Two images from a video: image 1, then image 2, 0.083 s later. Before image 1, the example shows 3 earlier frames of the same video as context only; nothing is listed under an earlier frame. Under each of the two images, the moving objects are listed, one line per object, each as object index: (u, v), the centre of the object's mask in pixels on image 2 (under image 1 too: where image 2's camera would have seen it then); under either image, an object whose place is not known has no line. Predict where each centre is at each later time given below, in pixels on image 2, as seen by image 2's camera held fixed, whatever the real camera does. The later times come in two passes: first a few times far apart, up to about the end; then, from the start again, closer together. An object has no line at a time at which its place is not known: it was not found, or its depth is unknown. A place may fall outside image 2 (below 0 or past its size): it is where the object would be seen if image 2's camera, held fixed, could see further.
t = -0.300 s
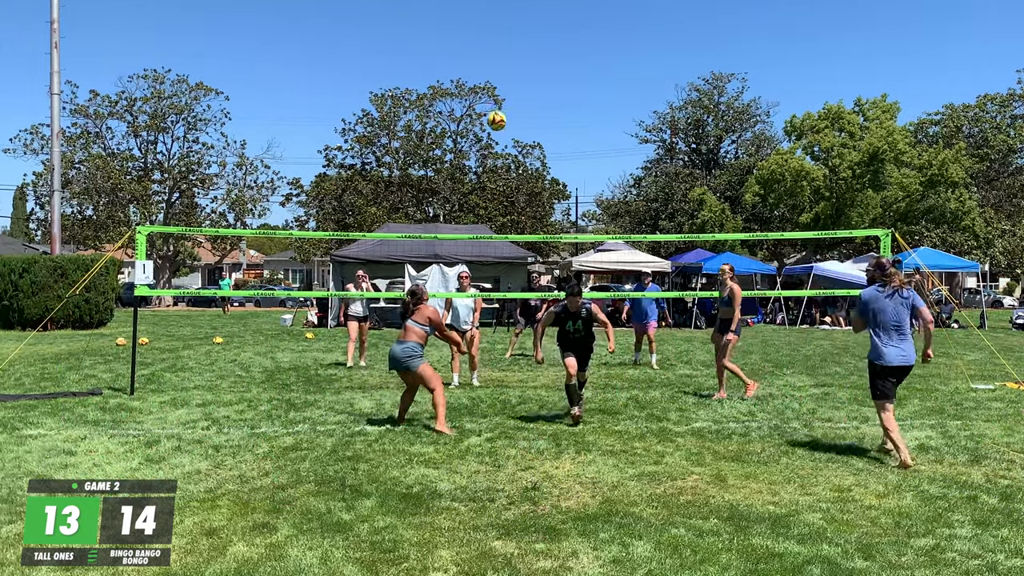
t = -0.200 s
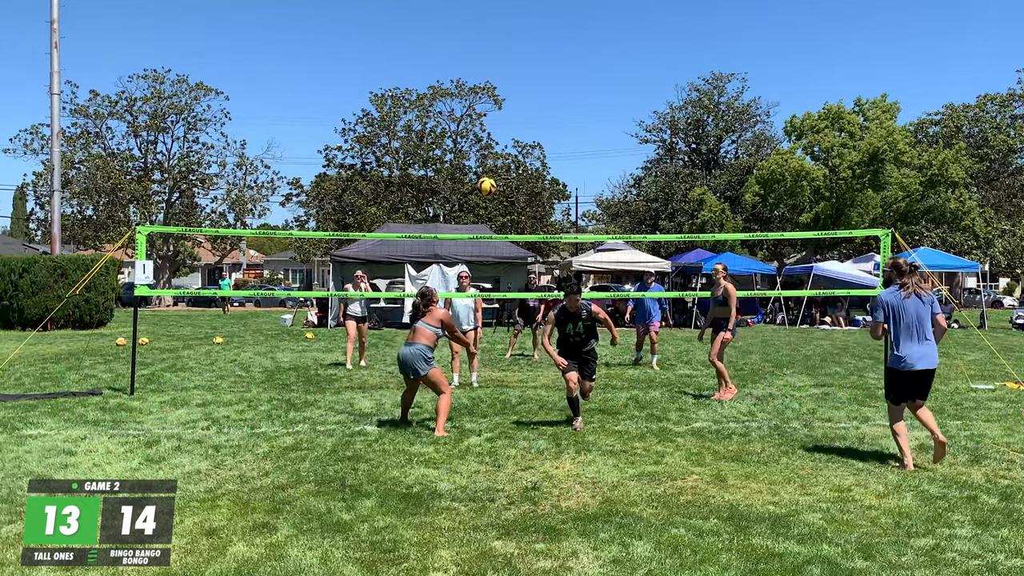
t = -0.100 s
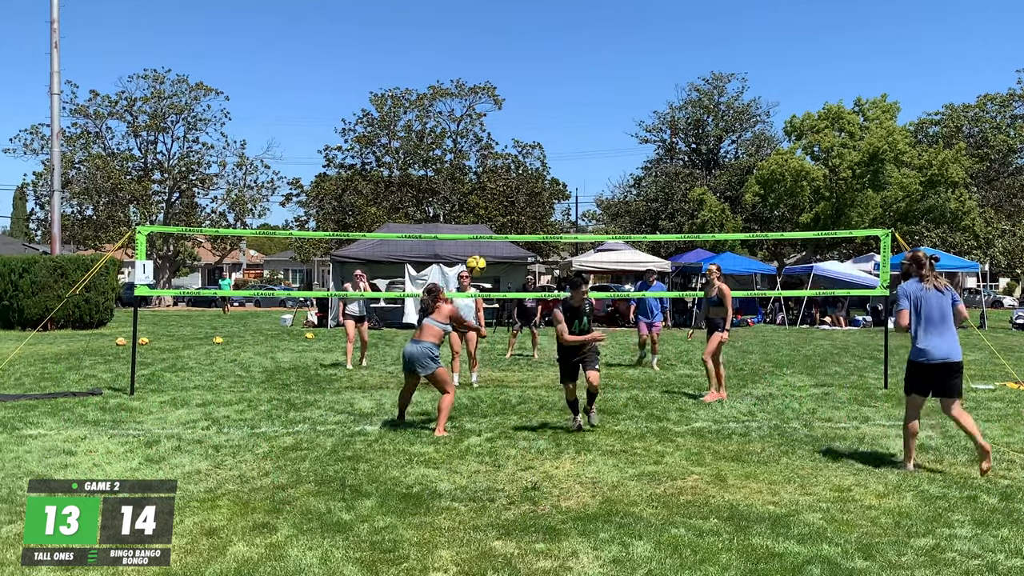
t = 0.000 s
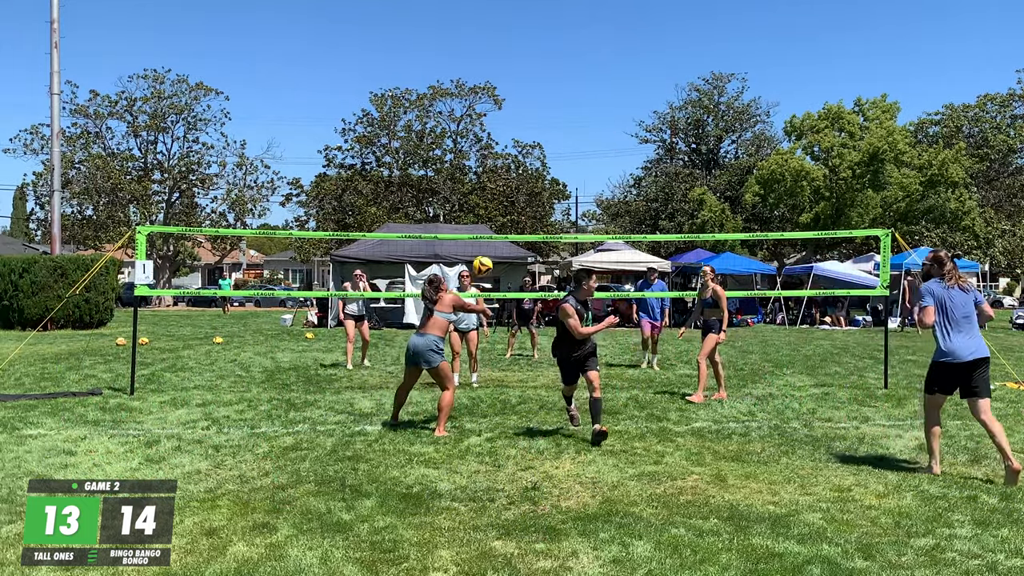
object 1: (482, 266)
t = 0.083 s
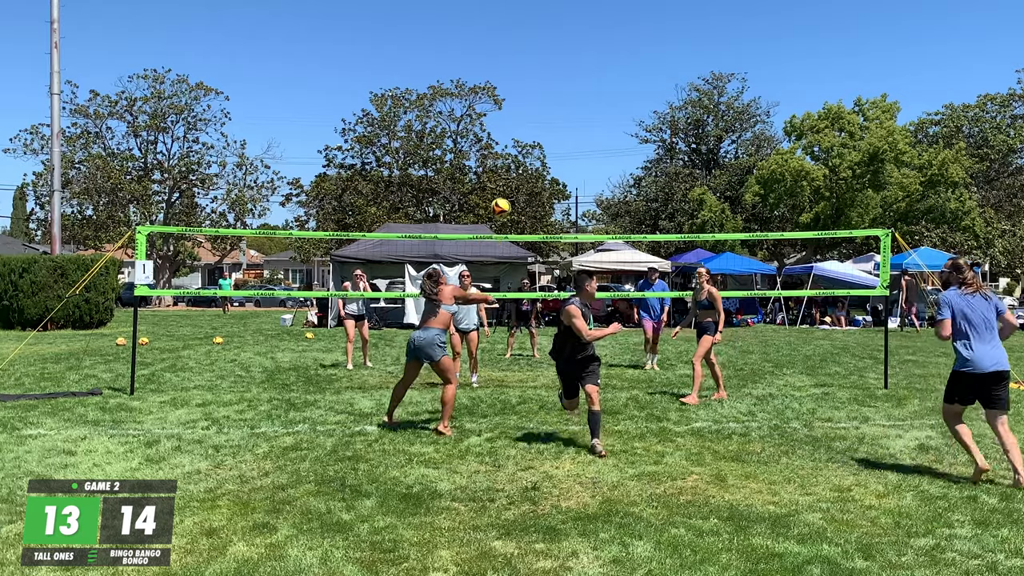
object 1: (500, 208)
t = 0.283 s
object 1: (543, 99)
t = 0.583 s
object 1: (606, 12)
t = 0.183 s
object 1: (522, 147)
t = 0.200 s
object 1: (526, 139)
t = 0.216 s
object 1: (530, 130)
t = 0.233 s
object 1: (533, 122)
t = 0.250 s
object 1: (536, 114)
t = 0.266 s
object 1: (540, 106)
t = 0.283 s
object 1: (543, 99)
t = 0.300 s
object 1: (547, 92)
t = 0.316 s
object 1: (551, 85)
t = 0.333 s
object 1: (554, 78)
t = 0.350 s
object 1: (557, 72)
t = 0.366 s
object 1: (561, 66)
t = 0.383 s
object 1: (565, 60)
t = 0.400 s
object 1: (568, 55)
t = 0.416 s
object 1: (572, 49)
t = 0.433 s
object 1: (575, 44)
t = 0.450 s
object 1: (578, 40)
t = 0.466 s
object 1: (582, 35)
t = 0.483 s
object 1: (585, 31)
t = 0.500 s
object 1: (589, 27)
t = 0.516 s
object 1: (592, 24)
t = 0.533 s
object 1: (595, 21)
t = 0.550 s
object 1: (599, 18)
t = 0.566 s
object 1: (603, 15)
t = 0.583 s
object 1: (606, 12)
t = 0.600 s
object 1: (609, 10)
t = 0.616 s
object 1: (613, 9)
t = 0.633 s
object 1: (616, 7)
